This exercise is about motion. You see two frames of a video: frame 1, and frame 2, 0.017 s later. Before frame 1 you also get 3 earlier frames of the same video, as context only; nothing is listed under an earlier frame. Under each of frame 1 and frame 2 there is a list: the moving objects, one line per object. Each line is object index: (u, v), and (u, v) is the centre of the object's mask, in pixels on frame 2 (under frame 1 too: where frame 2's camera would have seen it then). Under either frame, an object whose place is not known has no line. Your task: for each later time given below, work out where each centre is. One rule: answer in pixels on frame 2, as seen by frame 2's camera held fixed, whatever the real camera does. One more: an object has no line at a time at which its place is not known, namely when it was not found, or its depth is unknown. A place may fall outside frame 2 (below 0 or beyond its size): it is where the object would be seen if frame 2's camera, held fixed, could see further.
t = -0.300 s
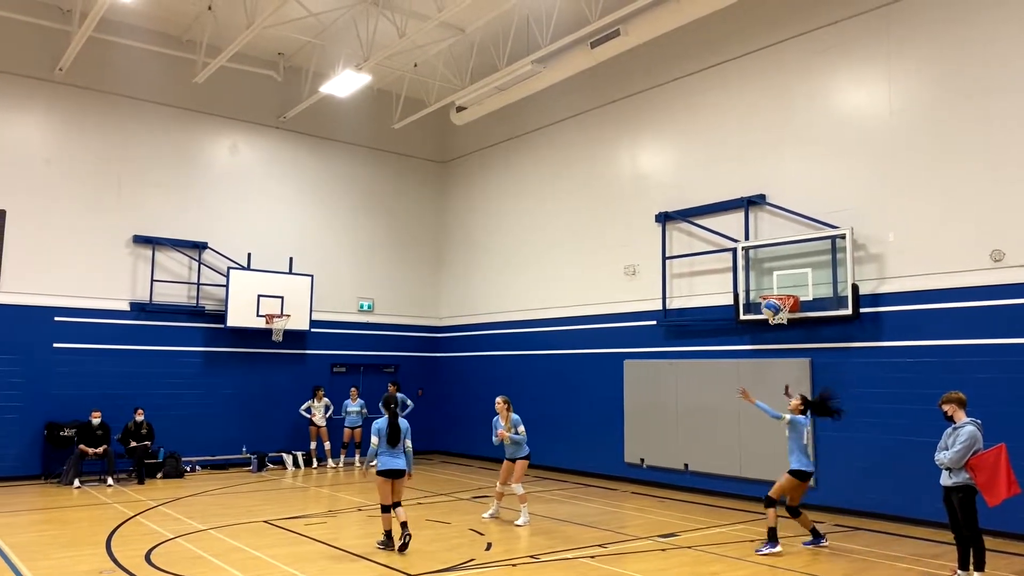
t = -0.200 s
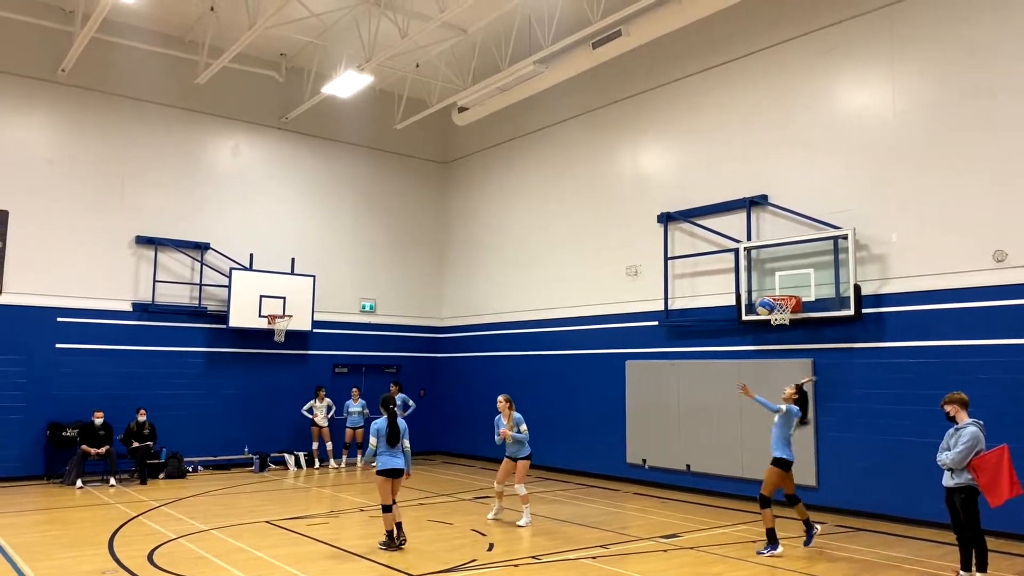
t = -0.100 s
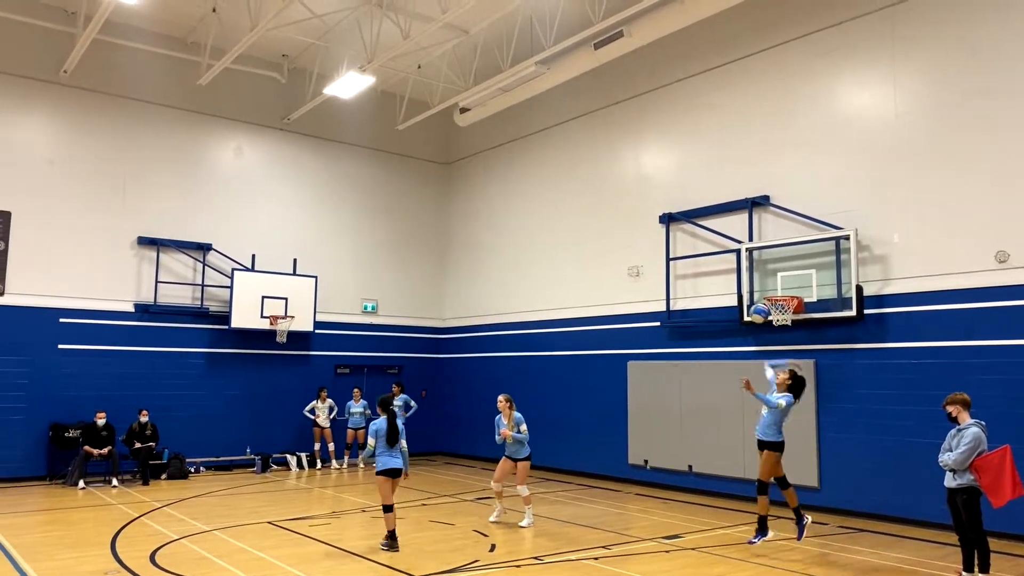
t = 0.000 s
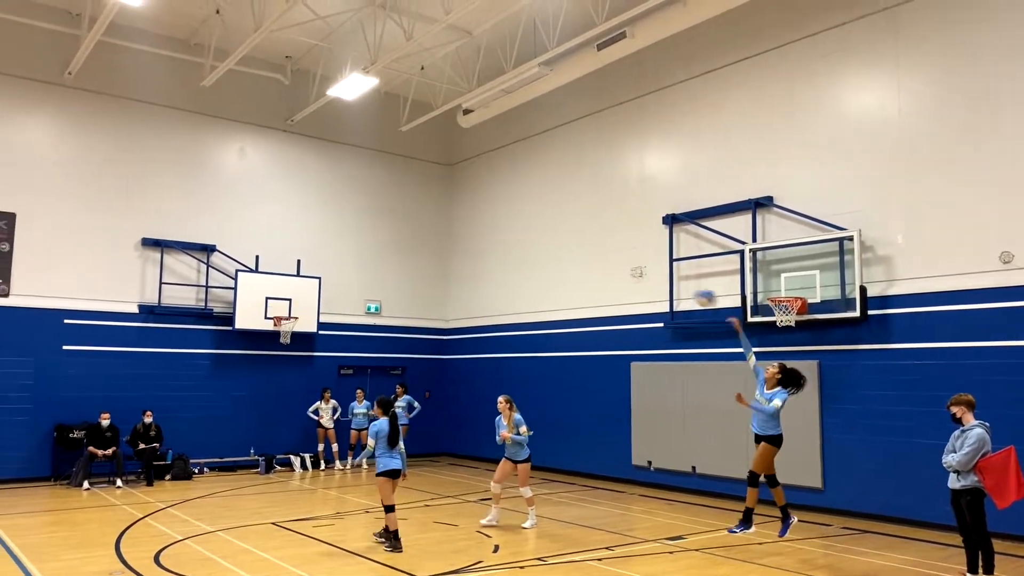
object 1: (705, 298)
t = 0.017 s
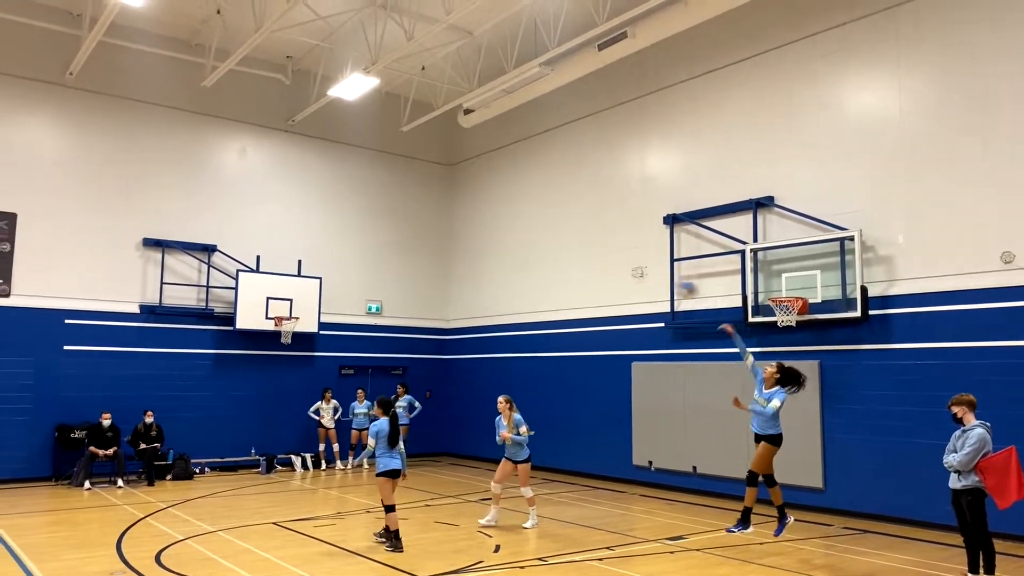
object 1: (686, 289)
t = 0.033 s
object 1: (665, 281)
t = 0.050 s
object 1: (643, 272)
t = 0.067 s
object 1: (623, 264)
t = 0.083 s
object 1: (602, 256)
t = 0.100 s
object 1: (581, 248)
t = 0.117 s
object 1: (558, 240)
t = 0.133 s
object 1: (536, 232)
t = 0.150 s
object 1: (511, 225)
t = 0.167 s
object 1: (488, 218)
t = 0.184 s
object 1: (465, 211)
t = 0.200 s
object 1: (442, 203)
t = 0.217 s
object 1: (418, 196)
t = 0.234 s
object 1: (395, 191)
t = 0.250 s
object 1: (369, 185)
